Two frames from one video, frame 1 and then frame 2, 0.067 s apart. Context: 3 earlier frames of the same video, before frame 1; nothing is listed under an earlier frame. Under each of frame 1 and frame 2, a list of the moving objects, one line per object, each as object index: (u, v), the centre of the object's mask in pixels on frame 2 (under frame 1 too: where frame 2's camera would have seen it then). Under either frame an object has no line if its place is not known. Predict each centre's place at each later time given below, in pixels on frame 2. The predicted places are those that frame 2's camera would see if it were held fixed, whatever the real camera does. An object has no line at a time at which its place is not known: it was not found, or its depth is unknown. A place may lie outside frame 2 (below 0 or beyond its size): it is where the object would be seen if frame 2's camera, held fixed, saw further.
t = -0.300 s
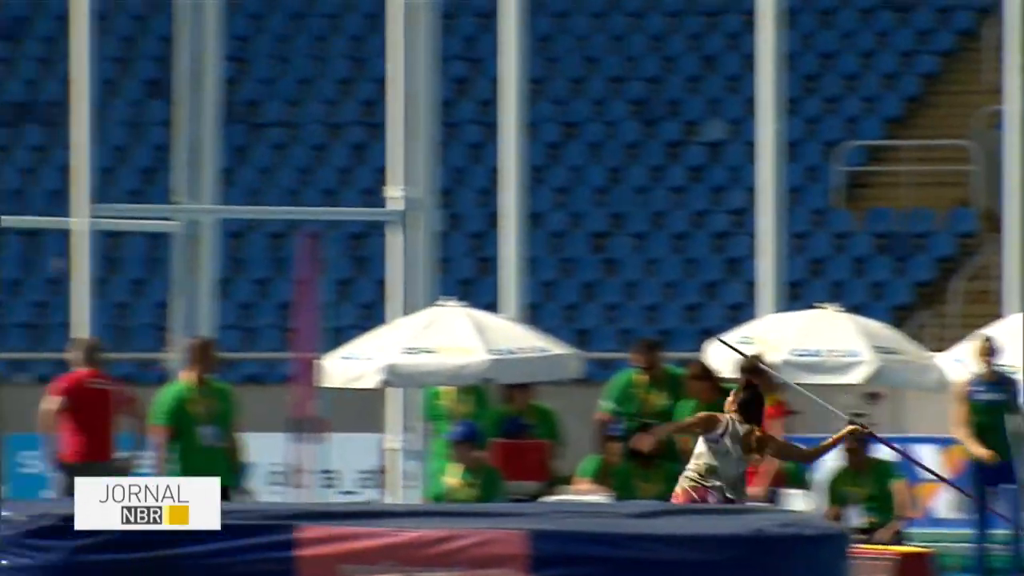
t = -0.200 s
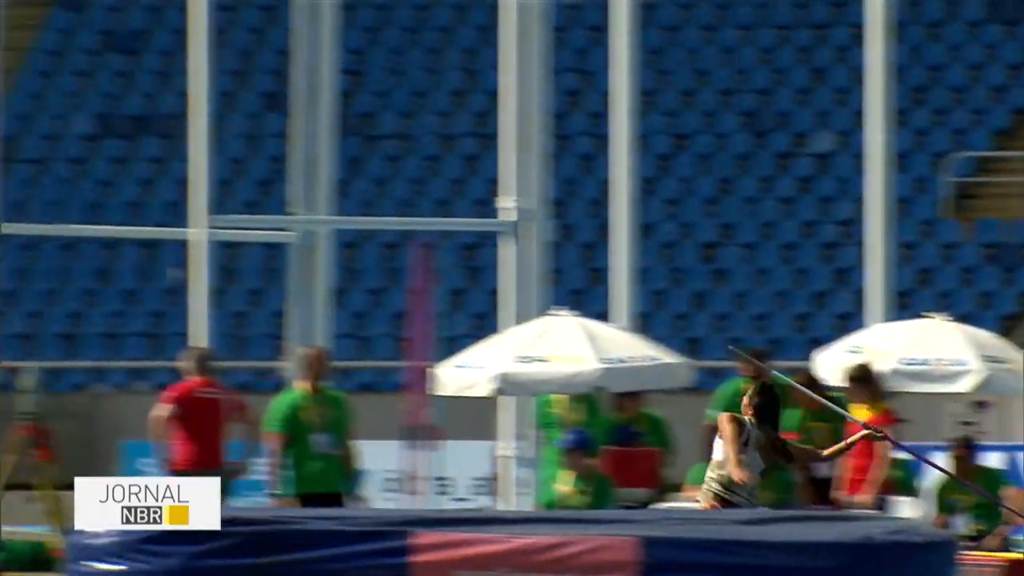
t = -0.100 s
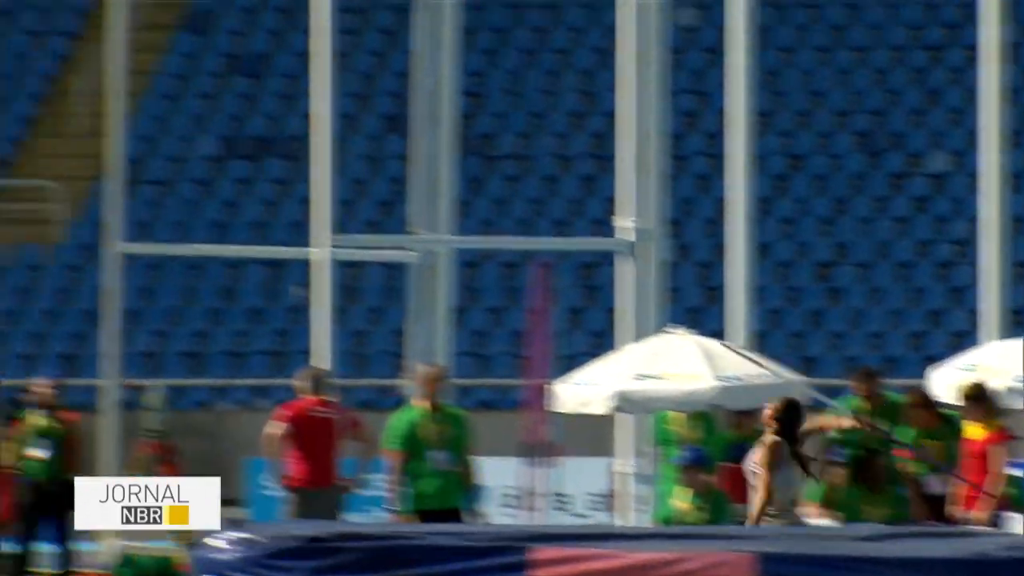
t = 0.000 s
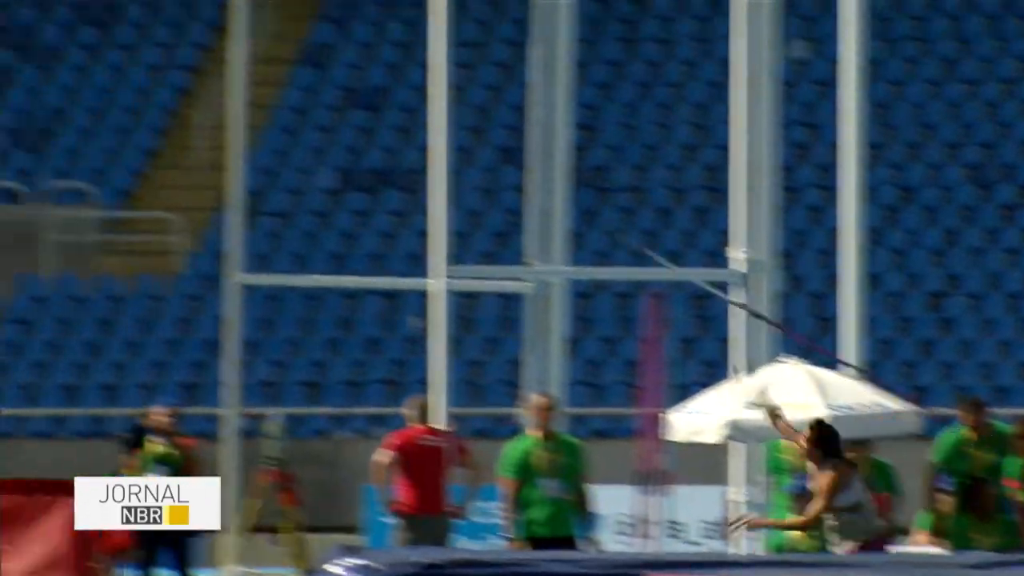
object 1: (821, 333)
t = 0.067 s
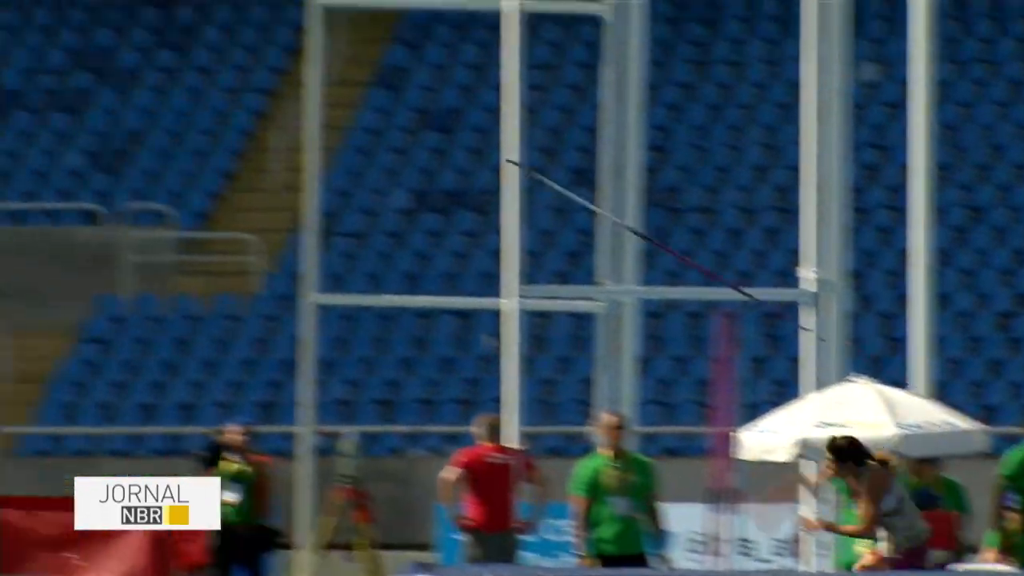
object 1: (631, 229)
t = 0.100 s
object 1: (554, 190)
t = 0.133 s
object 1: (487, 160)
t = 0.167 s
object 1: (378, 106)
